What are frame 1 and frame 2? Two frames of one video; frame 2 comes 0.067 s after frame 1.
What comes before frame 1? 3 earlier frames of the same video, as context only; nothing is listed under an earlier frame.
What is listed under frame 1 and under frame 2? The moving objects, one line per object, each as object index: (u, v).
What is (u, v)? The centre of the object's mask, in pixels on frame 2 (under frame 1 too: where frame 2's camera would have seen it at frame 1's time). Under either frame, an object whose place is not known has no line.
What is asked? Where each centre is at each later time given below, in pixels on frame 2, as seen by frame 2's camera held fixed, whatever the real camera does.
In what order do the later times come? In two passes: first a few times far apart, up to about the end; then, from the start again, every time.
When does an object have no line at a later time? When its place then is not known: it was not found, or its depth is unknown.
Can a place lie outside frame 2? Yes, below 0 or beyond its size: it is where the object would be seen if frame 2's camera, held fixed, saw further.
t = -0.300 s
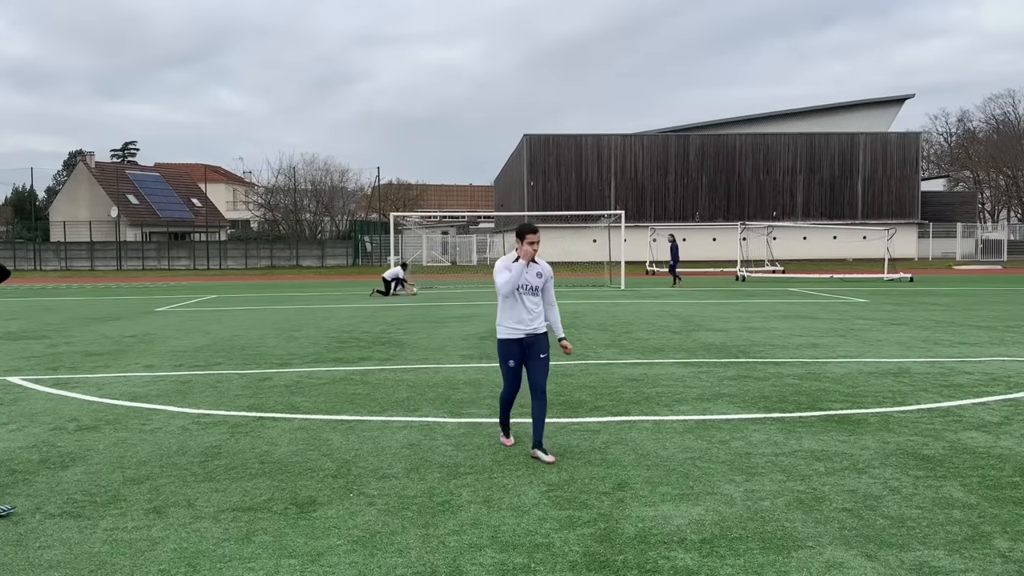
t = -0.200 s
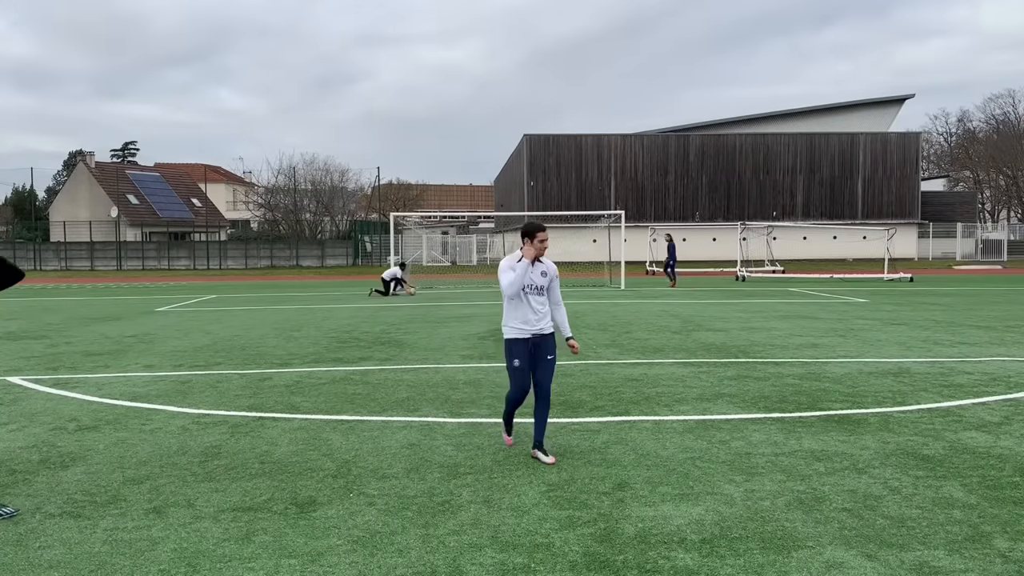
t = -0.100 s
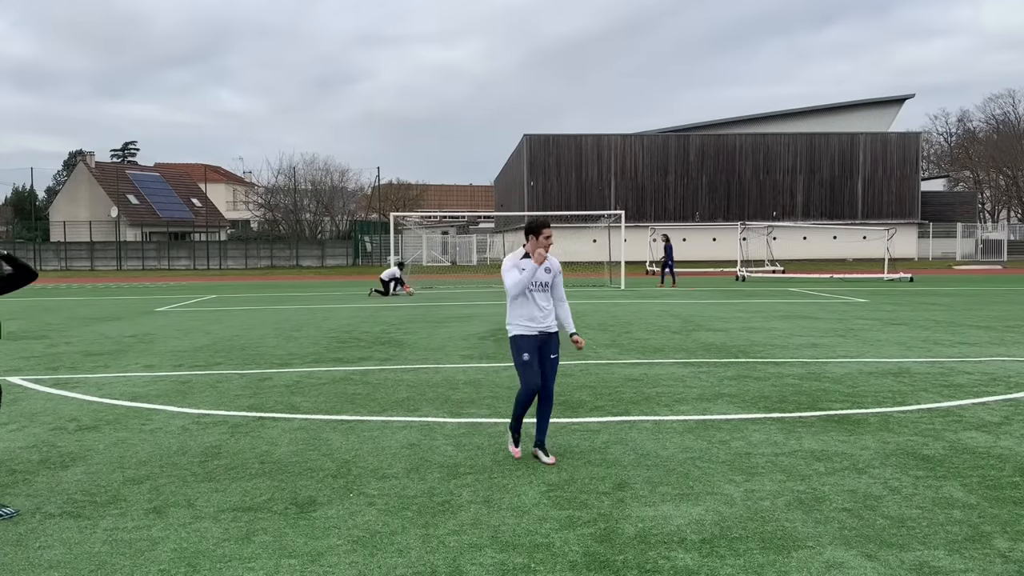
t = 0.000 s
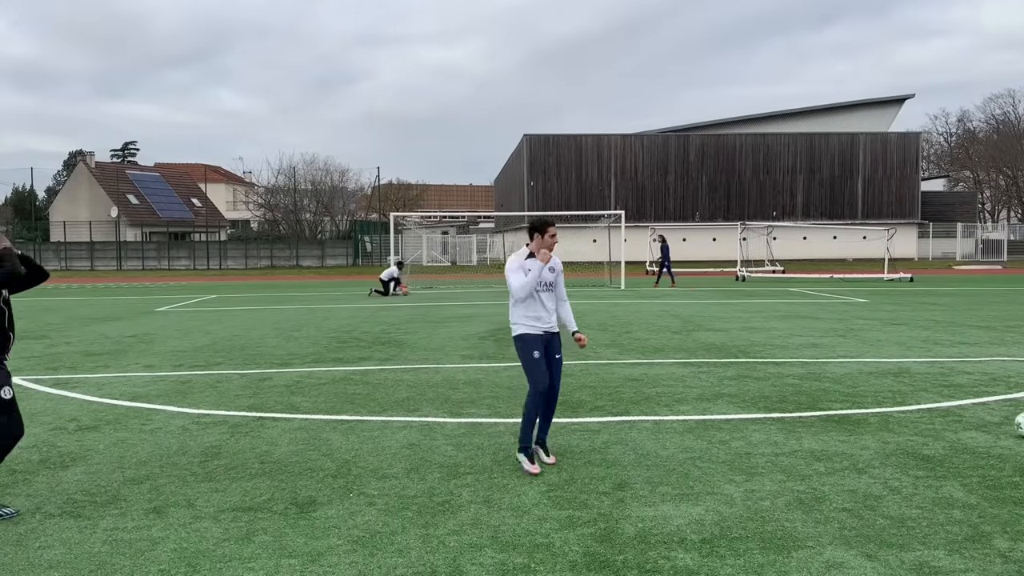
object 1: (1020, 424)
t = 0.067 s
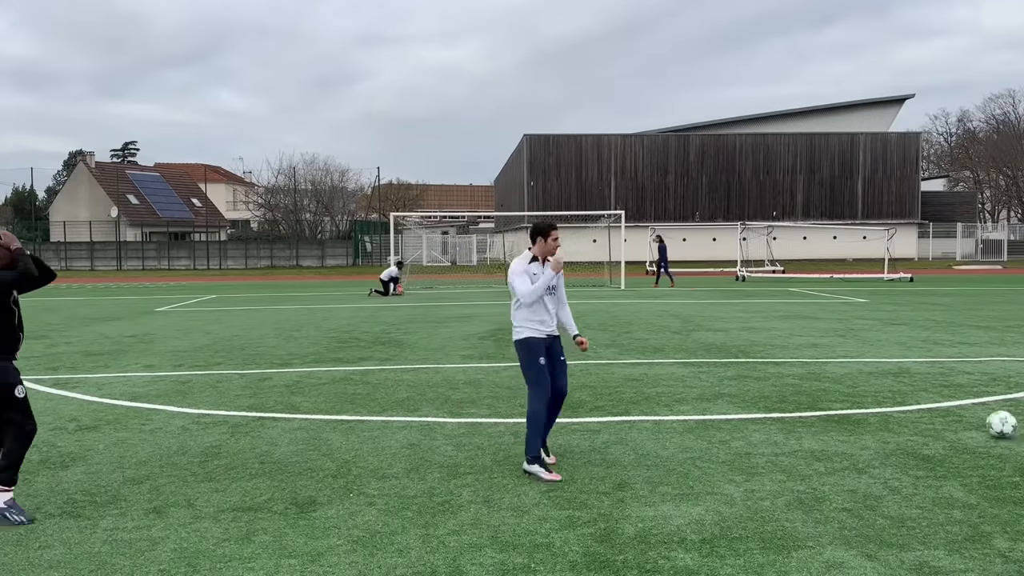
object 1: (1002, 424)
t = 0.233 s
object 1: (933, 424)
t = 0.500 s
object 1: (827, 423)
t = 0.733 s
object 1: (739, 422)
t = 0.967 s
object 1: (656, 421)
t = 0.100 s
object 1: (988, 425)
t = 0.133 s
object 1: (973, 425)
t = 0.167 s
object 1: (960, 424)
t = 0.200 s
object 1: (946, 425)
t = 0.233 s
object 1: (933, 424)
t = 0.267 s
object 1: (919, 424)
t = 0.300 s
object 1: (906, 424)
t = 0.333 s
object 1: (892, 423)
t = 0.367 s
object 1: (879, 423)
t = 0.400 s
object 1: (866, 423)
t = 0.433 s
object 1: (853, 423)
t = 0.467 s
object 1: (840, 423)
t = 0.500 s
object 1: (827, 423)
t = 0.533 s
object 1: (814, 423)
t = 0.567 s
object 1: (801, 422)
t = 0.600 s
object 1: (789, 423)
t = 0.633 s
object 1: (777, 423)
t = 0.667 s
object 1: (764, 423)
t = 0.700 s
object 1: (751, 423)
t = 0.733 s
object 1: (739, 422)
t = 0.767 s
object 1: (727, 422)
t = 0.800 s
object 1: (715, 422)
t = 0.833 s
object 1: (703, 422)
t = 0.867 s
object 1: (692, 422)
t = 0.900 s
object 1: (679, 422)
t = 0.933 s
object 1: (667, 421)
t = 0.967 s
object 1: (656, 421)
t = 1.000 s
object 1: (644, 421)
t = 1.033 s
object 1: (634, 422)
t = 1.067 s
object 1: (622, 422)
